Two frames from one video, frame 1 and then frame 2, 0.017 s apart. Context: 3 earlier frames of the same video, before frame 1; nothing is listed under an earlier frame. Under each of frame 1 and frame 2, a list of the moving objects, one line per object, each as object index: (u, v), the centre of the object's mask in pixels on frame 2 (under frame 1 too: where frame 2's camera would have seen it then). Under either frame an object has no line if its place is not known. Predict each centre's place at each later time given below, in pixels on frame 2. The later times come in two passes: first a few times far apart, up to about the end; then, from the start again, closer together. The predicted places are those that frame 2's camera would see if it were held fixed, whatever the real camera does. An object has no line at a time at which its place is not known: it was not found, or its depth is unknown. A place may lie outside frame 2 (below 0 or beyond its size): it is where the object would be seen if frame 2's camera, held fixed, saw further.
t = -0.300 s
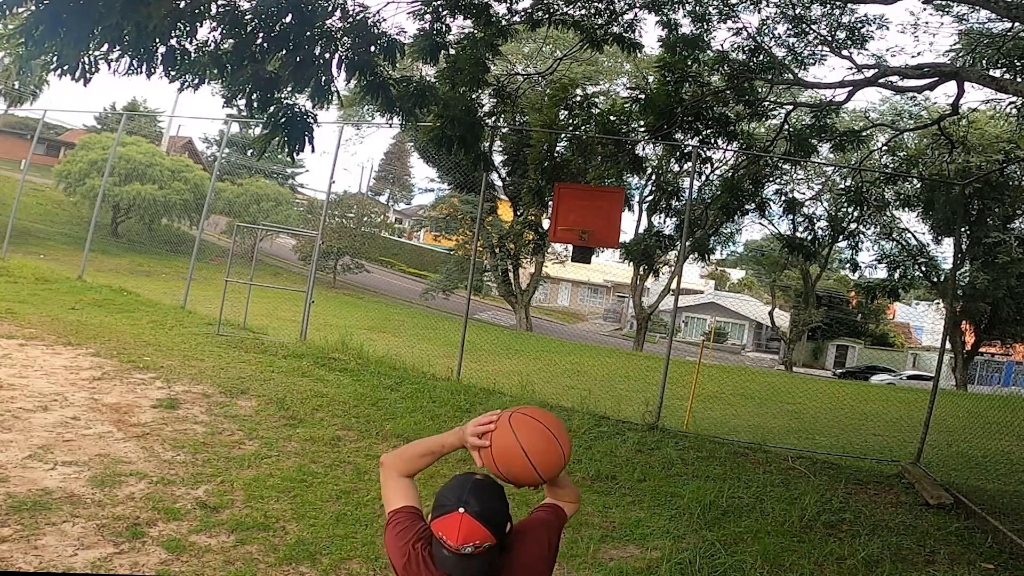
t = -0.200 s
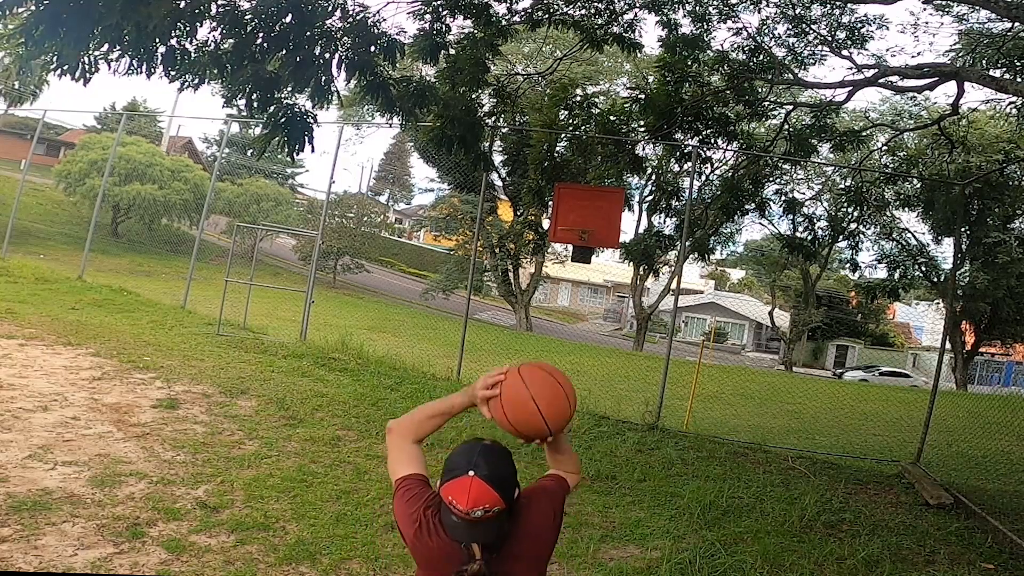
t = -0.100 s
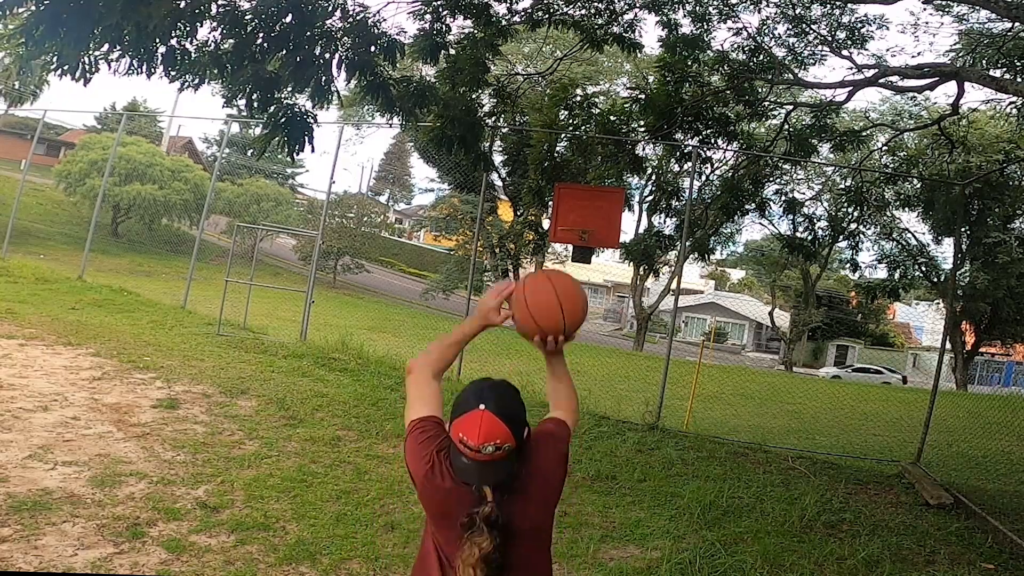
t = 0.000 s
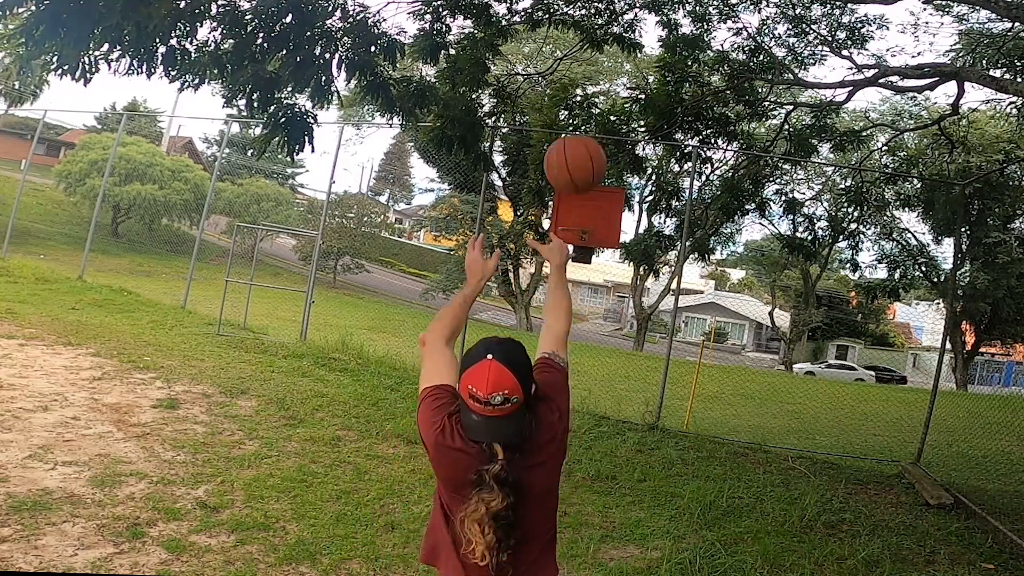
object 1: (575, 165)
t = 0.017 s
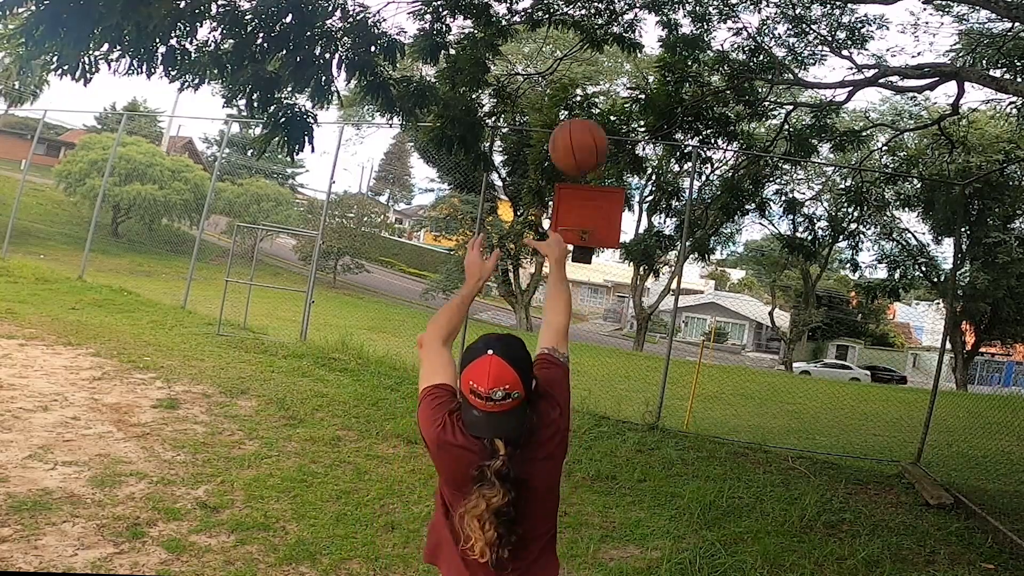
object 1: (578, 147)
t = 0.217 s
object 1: (600, 53)
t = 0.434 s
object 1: (604, 52)
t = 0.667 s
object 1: (599, 97)
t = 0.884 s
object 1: (590, 163)
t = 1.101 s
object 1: (579, 245)
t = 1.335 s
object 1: (551, 323)
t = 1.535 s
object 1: (518, 413)
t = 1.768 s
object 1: (502, 362)
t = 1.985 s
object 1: (478, 344)
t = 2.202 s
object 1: (443, 369)
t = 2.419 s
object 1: (394, 446)
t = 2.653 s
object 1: (342, 444)
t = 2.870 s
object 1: (277, 441)
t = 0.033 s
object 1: (582, 132)
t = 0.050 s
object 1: (585, 118)
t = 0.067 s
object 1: (587, 106)
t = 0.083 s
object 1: (589, 97)
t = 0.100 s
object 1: (591, 88)
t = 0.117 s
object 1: (593, 80)
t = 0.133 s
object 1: (594, 73)
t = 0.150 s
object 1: (596, 68)
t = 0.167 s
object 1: (597, 63)
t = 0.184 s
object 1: (598, 59)
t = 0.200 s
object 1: (599, 56)
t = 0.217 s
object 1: (600, 53)
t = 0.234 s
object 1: (600, 51)
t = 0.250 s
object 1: (601, 49)
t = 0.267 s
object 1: (602, 47)
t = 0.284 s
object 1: (602, 47)
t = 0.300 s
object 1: (602, 46)
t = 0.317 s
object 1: (603, 46)
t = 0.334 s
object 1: (603, 46)
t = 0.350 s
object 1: (603, 46)
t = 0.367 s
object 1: (603, 47)
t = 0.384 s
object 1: (603, 48)
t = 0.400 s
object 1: (604, 49)
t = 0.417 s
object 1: (603, 50)
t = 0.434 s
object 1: (604, 52)
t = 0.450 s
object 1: (604, 54)
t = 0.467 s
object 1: (603, 56)
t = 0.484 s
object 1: (603, 59)
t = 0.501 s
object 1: (603, 61)
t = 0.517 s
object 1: (603, 64)
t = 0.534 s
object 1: (602, 67)
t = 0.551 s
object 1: (602, 70)
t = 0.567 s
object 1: (601, 73)
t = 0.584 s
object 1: (601, 77)
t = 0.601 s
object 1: (601, 81)
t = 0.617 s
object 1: (600, 84)
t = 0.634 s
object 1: (600, 88)
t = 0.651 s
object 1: (600, 92)
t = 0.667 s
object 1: (599, 97)
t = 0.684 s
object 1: (599, 101)
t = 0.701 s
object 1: (598, 105)
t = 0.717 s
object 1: (598, 110)
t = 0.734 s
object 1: (597, 115)
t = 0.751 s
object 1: (597, 120)
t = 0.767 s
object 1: (596, 125)
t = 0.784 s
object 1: (595, 131)
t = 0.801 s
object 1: (595, 135)
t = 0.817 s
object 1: (594, 142)
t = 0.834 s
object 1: (593, 146)
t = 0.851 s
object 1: (592, 152)
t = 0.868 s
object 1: (591, 157)
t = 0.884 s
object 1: (590, 163)
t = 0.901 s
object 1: (589, 169)
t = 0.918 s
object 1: (589, 175)
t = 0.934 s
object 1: (588, 180)
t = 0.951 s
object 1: (588, 187)
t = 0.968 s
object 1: (587, 193)
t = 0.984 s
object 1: (586, 200)
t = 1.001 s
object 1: (585, 206)
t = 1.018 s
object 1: (584, 213)
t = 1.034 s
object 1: (583, 220)
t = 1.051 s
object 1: (582, 224)
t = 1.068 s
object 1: (580, 233)
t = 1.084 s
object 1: (579, 238)
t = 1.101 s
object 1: (579, 245)
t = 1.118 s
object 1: (579, 253)
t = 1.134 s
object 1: (578, 258)
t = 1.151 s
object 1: (576, 262)
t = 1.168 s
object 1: (574, 266)
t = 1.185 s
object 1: (571, 271)
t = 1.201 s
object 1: (569, 276)
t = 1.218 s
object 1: (567, 281)
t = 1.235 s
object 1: (565, 287)
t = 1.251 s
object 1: (563, 291)
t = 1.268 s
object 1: (561, 297)
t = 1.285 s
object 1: (558, 303)
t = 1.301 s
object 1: (555, 310)
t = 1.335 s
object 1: (551, 323)
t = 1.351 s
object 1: (547, 329)
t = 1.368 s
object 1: (545, 337)
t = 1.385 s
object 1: (542, 344)
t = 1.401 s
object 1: (540, 352)
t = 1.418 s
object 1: (537, 359)
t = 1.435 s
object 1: (534, 368)
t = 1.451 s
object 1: (531, 376)
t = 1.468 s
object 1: (529, 384)
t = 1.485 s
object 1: (526, 393)
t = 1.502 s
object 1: (523, 401)
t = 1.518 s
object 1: (520, 410)
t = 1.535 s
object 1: (518, 413)
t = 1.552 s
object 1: (517, 410)
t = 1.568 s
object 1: (515, 406)
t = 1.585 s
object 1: (515, 401)
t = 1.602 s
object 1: (514, 397)
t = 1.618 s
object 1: (512, 393)
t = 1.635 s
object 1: (511, 389)
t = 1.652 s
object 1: (511, 385)
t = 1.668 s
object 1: (510, 382)
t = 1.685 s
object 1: (509, 378)
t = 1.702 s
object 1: (507, 375)
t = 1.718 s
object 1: (506, 372)
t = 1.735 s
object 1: (505, 368)
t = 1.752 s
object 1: (504, 366)
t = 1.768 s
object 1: (502, 362)
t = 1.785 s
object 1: (501, 360)
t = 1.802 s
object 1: (499, 357)
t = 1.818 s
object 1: (498, 355)
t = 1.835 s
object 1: (496, 353)
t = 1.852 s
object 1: (494, 351)
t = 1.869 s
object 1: (492, 350)
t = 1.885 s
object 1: (491, 348)
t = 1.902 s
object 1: (489, 347)
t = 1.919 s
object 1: (487, 346)
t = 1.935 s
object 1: (485, 345)
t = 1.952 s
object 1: (483, 345)
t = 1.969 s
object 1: (481, 344)
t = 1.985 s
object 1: (478, 344)
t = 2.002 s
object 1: (476, 344)
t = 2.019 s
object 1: (474, 345)
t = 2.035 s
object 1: (471, 345)
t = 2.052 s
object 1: (469, 346)
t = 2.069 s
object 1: (466, 348)
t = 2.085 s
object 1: (464, 349)
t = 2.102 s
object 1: (461, 351)
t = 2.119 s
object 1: (458, 353)
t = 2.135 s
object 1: (455, 356)
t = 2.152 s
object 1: (453, 359)
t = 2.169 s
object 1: (449, 362)
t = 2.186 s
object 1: (446, 366)
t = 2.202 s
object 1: (443, 369)
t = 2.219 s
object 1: (440, 373)
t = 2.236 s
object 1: (436, 377)
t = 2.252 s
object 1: (433, 382)
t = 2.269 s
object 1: (430, 387)
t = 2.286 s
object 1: (425, 392)
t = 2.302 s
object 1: (422, 397)
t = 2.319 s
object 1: (418, 403)
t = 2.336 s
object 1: (414, 409)
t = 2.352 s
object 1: (411, 416)
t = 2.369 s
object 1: (406, 423)
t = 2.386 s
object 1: (403, 430)
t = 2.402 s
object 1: (398, 438)
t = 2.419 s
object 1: (394, 446)
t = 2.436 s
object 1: (390, 454)
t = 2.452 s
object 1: (386, 463)
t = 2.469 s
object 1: (381, 472)
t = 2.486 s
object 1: (377, 478)
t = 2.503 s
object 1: (374, 474)
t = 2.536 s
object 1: (368, 466)
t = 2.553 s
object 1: (364, 462)
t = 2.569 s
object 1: (361, 459)
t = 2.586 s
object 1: (357, 456)
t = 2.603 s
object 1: (353, 452)
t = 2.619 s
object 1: (349, 449)
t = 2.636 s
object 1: (346, 446)
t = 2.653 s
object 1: (342, 444)
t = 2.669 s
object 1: (337, 442)
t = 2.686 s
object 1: (333, 440)
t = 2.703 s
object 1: (328, 439)
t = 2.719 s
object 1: (324, 438)
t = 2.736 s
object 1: (319, 437)
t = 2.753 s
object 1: (314, 436)
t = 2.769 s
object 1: (309, 436)
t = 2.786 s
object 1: (304, 436)
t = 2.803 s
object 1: (299, 436)
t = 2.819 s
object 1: (294, 436)
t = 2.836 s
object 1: (288, 437)
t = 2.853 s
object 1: (282, 439)
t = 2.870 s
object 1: (277, 441)
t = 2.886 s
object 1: (271, 442)
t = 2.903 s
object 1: (265, 445)
